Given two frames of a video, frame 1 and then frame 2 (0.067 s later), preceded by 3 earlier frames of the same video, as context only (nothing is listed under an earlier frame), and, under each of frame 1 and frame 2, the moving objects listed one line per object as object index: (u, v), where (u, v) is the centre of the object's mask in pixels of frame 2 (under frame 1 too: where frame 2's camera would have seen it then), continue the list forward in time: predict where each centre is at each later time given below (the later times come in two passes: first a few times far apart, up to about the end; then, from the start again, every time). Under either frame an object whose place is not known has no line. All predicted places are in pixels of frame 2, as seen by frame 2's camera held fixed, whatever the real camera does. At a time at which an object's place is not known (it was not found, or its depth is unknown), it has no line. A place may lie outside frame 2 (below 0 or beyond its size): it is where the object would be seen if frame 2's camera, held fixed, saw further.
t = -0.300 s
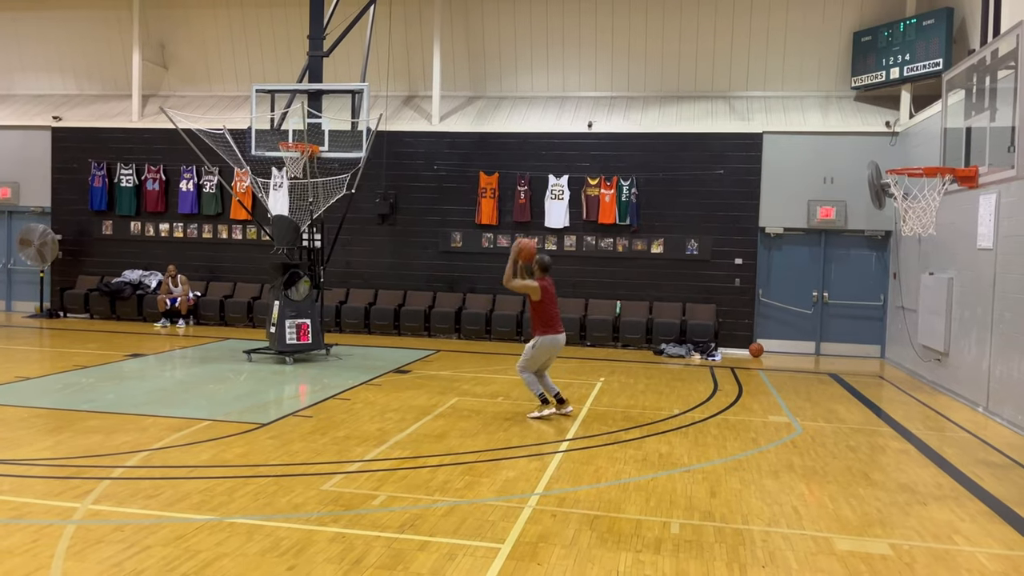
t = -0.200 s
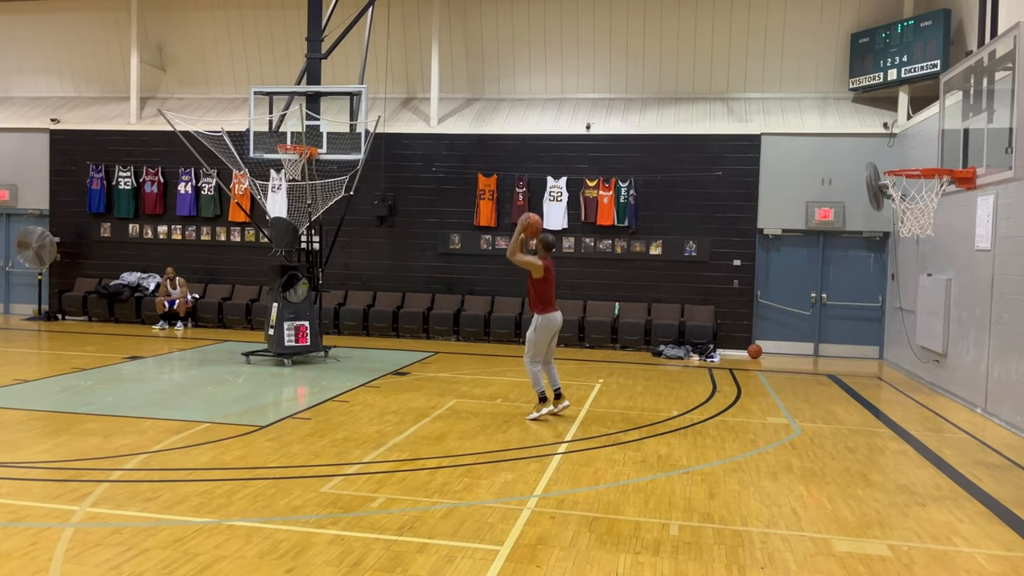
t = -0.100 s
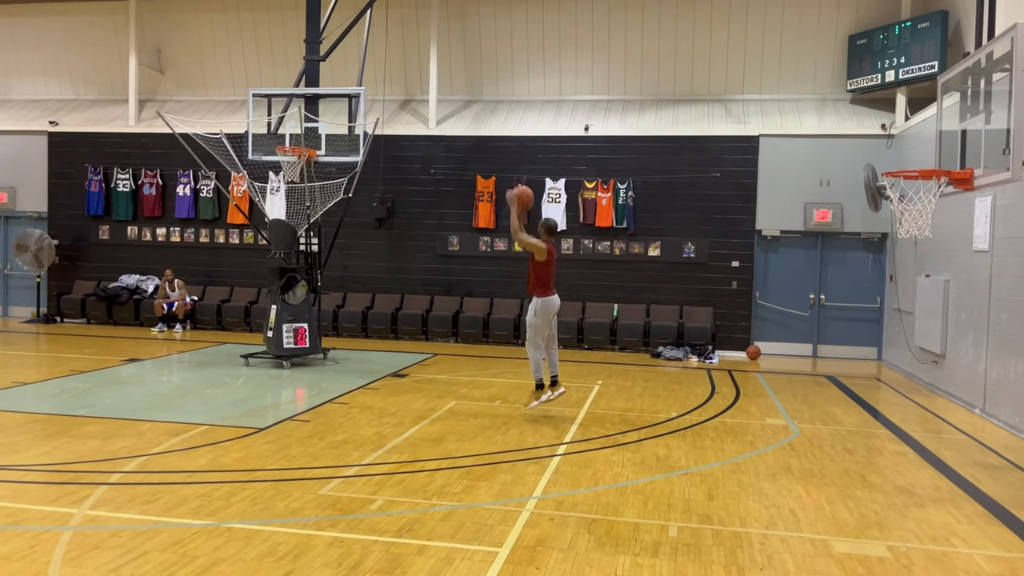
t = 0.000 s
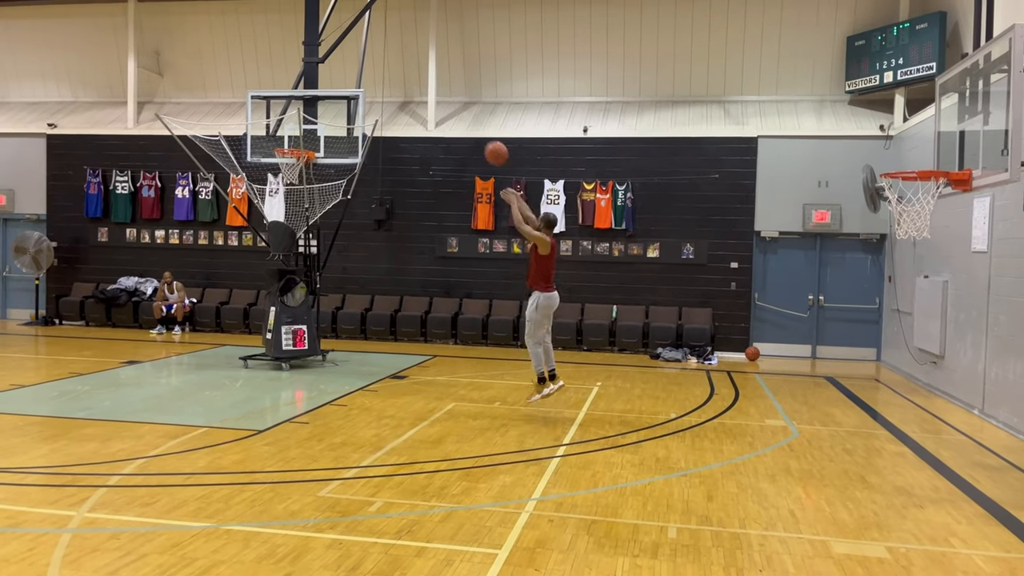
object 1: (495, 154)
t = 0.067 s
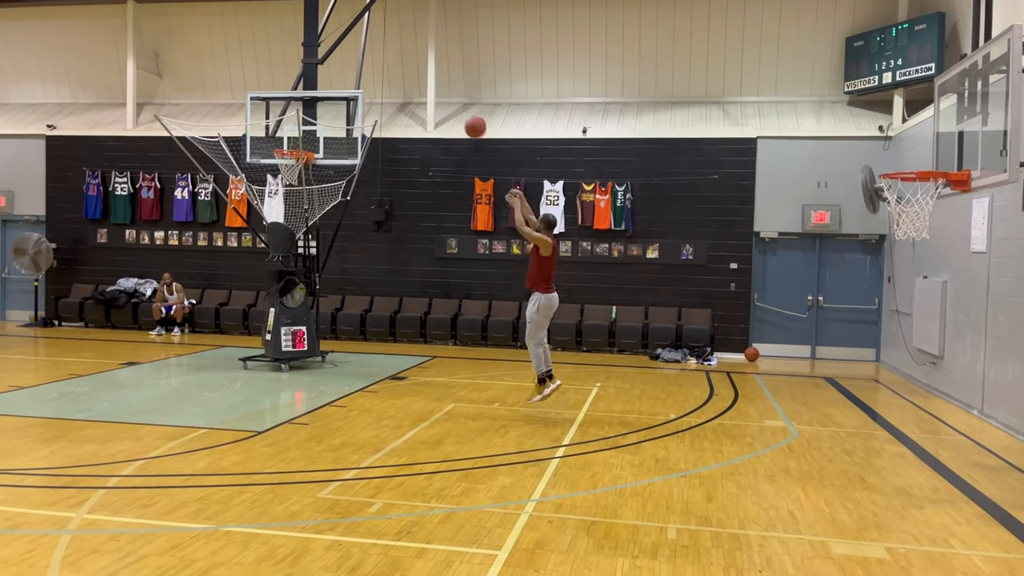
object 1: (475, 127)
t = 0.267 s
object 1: (421, 77)
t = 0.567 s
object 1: (354, 71)
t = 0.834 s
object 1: (305, 120)
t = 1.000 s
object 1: (281, 168)
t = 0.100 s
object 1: (466, 116)
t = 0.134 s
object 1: (456, 106)
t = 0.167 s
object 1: (447, 96)
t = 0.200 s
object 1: (438, 88)
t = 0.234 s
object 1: (429, 82)
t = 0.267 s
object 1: (421, 77)
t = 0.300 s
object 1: (412, 72)
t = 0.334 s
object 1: (404, 69)
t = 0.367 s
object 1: (397, 66)
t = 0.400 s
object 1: (389, 65)
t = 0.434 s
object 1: (381, 64)
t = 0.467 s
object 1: (374, 65)
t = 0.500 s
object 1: (367, 66)
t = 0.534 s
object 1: (360, 68)
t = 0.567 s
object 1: (354, 71)
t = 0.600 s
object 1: (347, 75)
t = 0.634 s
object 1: (340, 79)
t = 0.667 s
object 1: (334, 84)
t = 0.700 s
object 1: (327, 90)
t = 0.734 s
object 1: (321, 97)
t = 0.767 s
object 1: (315, 104)
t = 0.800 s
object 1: (310, 111)
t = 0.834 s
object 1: (305, 120)
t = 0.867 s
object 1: (298, 129)
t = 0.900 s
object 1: (292, 139)
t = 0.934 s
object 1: (286, 146)
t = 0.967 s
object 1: (282, 158)
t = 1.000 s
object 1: (281, 168)
